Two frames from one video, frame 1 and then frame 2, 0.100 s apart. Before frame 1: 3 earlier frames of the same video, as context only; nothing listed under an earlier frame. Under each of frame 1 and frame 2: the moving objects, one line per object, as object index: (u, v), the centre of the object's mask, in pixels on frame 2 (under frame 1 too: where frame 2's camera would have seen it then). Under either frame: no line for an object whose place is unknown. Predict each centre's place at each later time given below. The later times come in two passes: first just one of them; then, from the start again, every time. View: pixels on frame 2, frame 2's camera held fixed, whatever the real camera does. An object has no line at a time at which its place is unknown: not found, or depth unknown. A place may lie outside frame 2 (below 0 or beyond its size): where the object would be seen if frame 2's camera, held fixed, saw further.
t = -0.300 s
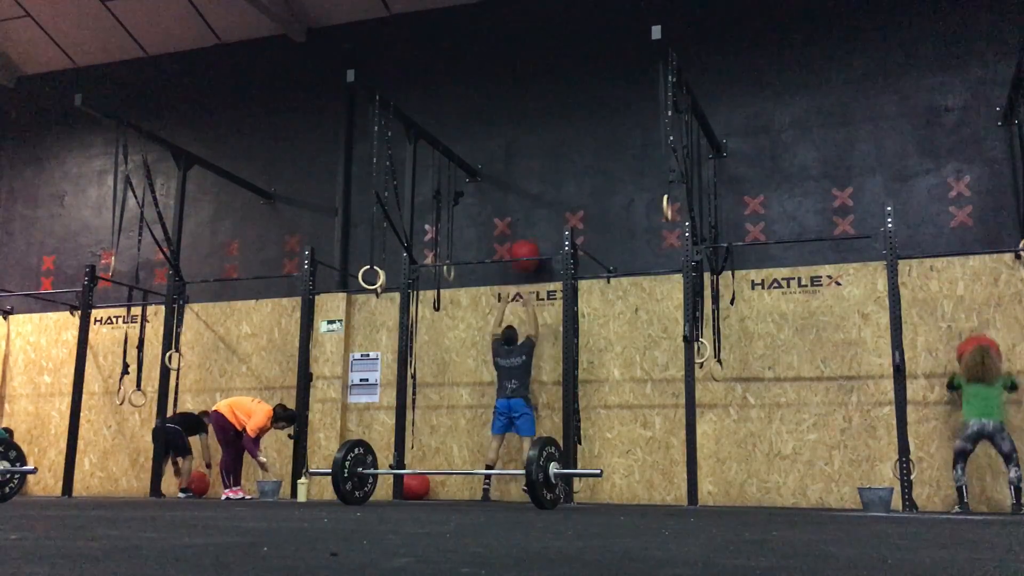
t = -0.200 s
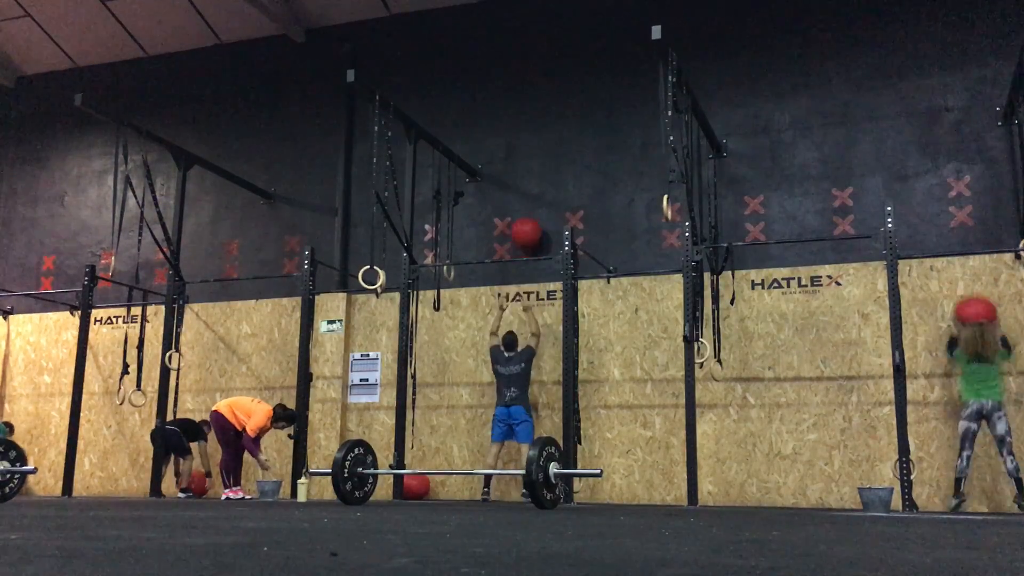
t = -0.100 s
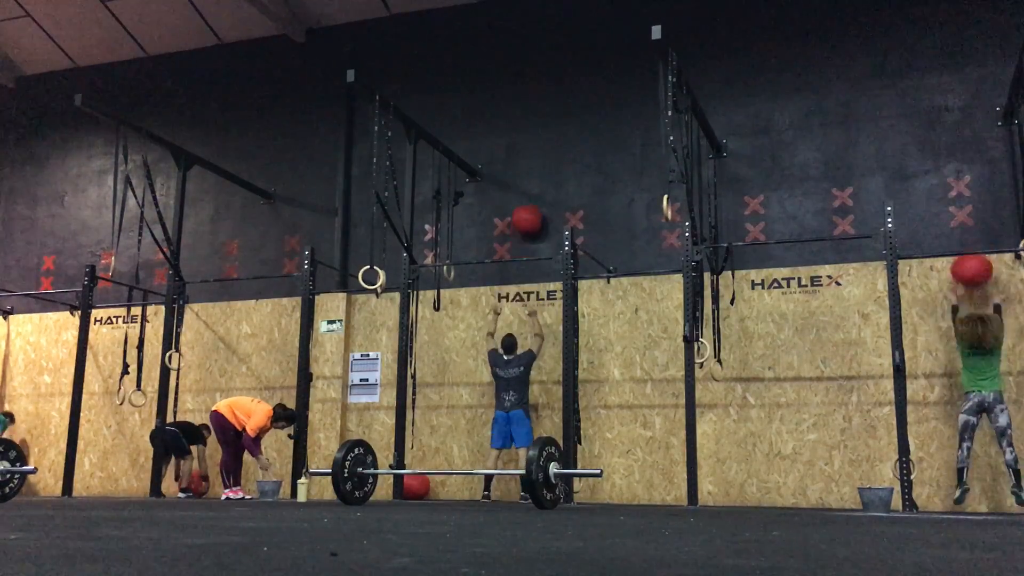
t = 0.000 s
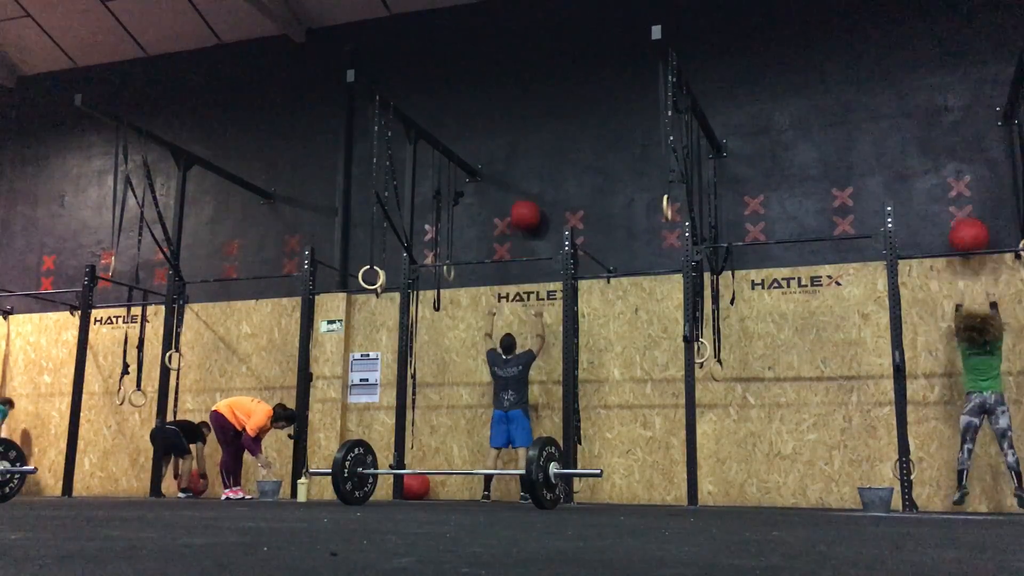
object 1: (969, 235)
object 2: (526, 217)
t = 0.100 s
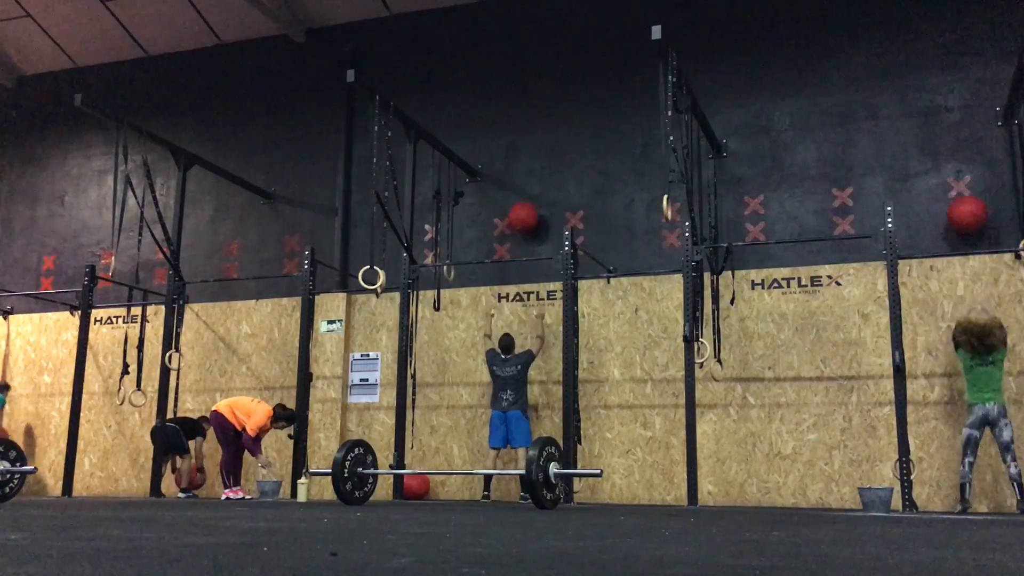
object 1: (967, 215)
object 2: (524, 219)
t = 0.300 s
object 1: (966, 198)
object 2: (519, 246)
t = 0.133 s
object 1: (967, 210)
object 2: (523, 221)
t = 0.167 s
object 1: (966, 207)
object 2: (523, 225)
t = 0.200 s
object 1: (966, 202)
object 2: (522, 230)
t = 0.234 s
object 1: (966, 200)
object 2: (522, 236)
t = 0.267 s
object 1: (966, 199)
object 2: (520, 241)
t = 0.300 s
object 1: (966, 198)
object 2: (519, 246)
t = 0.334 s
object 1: (966, 198)
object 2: (518, 256)
